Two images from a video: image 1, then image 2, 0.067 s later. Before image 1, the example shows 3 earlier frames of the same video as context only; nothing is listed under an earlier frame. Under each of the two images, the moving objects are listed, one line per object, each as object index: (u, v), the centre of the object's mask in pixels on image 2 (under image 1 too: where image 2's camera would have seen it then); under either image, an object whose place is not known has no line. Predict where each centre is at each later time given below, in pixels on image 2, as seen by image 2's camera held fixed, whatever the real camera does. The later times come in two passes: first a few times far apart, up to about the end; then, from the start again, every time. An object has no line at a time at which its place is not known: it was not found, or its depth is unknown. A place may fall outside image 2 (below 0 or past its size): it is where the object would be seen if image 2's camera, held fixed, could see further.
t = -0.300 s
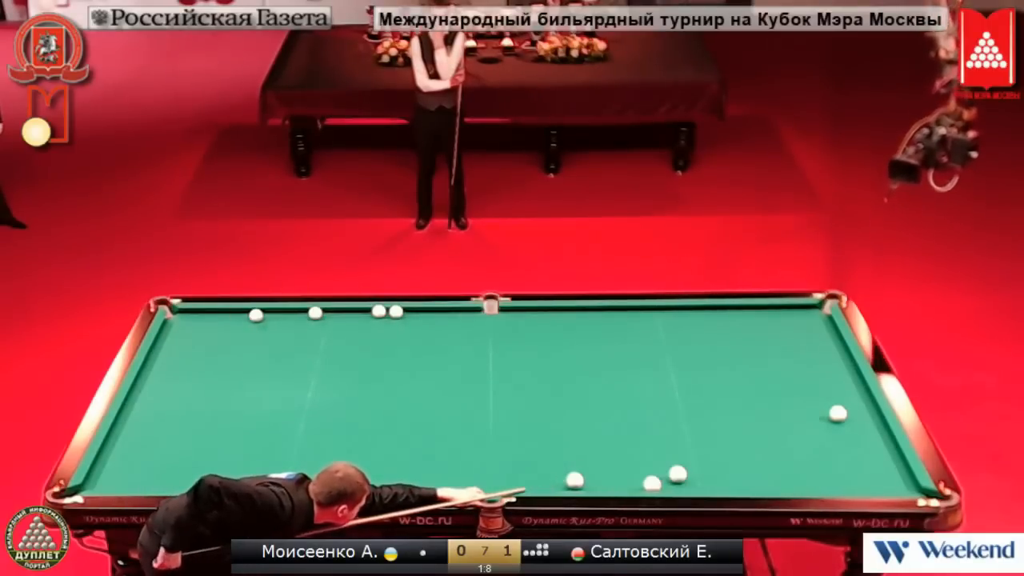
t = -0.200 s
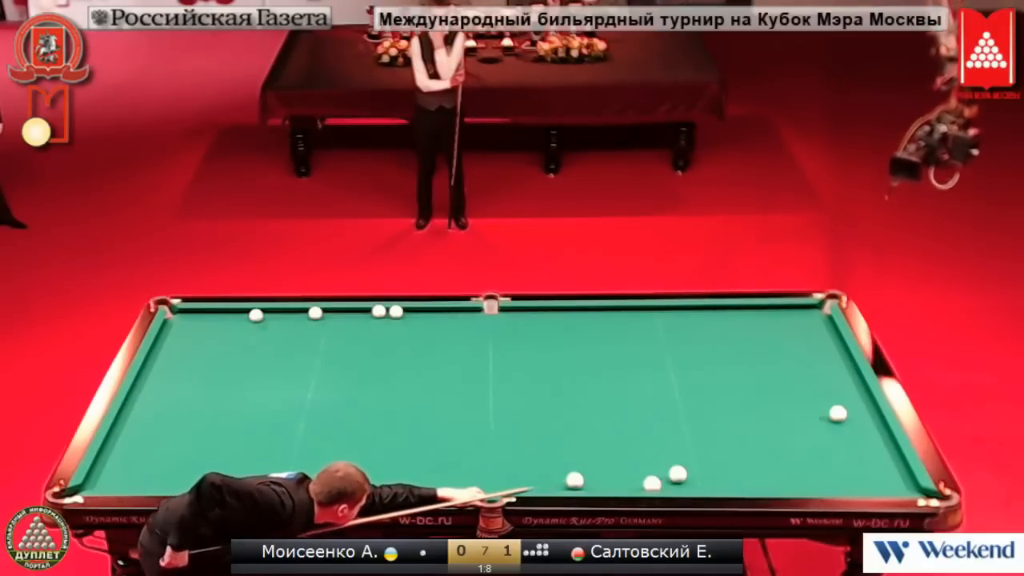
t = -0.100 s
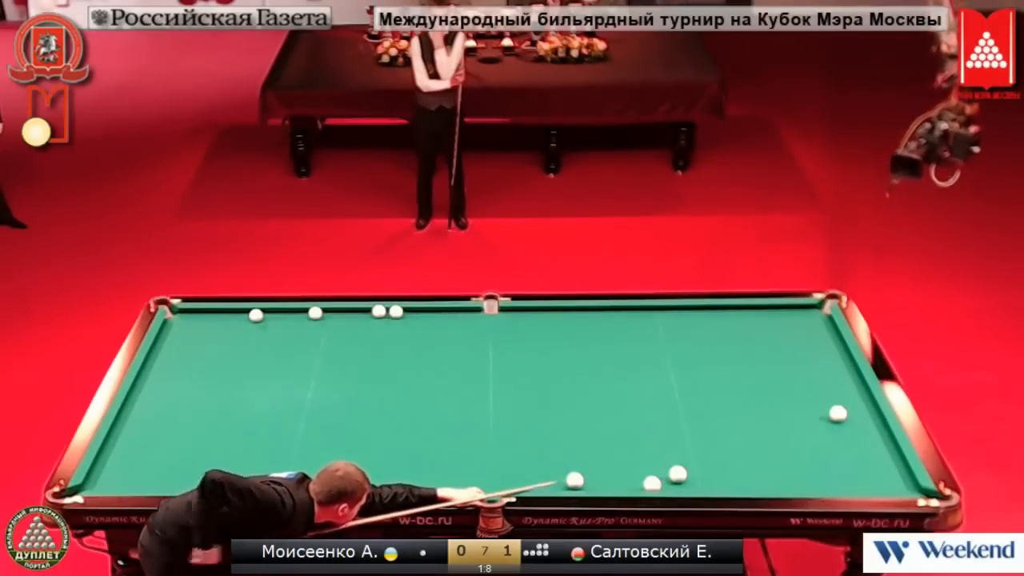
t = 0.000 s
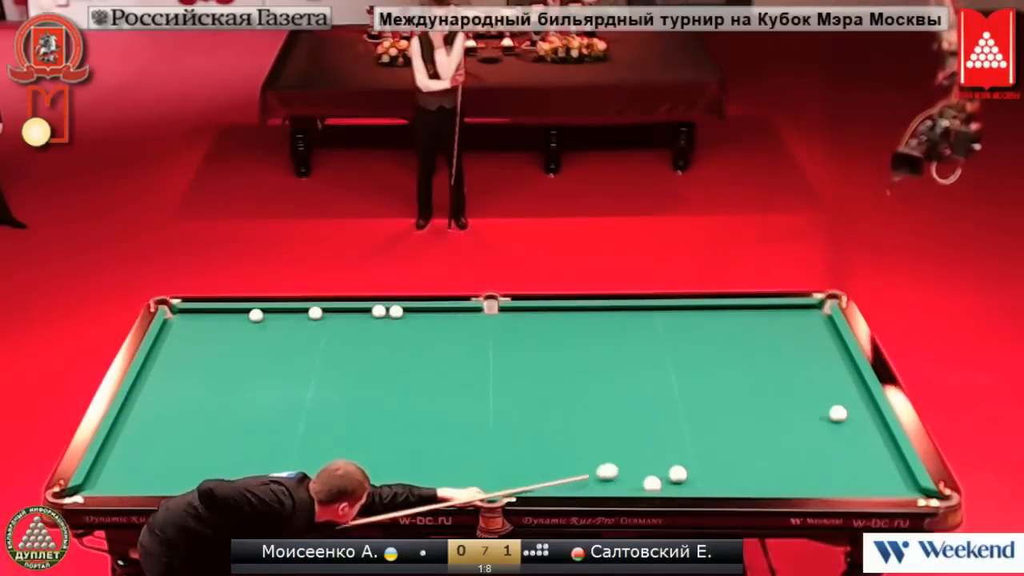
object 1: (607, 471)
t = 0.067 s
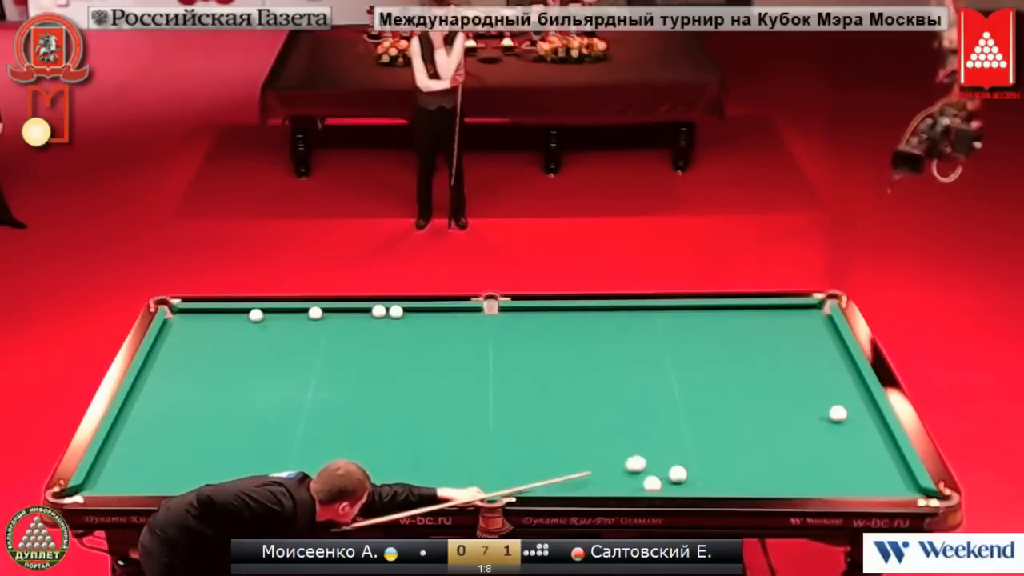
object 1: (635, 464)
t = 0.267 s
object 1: (709, 443)
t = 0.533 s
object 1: (795, 418)
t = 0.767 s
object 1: (840, 391)
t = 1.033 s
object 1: (828, 358)
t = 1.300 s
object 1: (788, 328)
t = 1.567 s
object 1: (753, 312)
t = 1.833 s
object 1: (724, 328)
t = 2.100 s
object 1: (695, 345)
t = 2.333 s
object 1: (668, 359)
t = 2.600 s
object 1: (638, 375)
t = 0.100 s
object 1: (649, 460)
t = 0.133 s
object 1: (662, 456)
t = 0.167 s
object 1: (674, 453)
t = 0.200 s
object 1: (686, 450)
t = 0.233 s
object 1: (698, 446)
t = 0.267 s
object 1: (709, 443)
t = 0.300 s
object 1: (720, 440)
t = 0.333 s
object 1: (730, 436)
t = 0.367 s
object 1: (741, 433)
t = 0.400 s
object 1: (752, 430)
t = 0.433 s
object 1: (763, 427)
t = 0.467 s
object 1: (773, 424)
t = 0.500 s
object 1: (784, 421)
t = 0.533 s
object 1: (795, 418)
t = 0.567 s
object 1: (805, 415)
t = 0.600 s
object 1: (816, 412)
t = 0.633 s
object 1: (824, 409)
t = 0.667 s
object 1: (827, 403)
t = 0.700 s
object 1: (831, 399)
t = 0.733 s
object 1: (835, 395)
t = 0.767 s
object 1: (840, 391)
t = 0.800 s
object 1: (844, 386)
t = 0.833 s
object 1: (848, 382)
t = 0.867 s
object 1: (853, 378)
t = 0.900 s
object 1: (854, 374)
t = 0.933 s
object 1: (847, 370)
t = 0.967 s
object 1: (840, 366)
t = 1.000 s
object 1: (834, 362)
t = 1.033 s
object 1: (828, 358)
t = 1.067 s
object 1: (823, 354)
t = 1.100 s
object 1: (817, 350)
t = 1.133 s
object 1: (812, 346)
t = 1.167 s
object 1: (807, 342)
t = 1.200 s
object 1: (802, 339)
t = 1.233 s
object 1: (797, 335)
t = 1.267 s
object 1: (792, 331)
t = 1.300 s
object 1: (788, 328)
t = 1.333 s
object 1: (783, 324)
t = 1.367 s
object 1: (778, 321)
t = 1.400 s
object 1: (774, 317)
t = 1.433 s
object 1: (769, 314)
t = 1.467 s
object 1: (765, 311)
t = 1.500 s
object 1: (760, 307)
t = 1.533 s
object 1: (757, 309)
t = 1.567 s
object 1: (753, 312)
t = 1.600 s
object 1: (750, 314)
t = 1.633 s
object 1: (746, 316)
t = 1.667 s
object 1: (742, 319)
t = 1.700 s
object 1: (739, 321)
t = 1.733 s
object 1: (735, 323)
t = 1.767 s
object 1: (731, 325)
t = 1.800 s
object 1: (728, 327)
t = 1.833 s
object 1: (724, 328)
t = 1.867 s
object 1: (721, 330)
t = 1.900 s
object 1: (717, 333)
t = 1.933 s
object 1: (713, 335)
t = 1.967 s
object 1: (709, 337)
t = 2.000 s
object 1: (706, 339)
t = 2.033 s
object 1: (702, 340)
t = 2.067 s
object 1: (698, 343)
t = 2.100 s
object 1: (695, 345)
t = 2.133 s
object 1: (691, 347)
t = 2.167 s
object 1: (687, 348)
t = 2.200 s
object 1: (684, 351)
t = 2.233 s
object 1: (680, 353)
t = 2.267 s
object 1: (676, 355)
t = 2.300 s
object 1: (672, 357)
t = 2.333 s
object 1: (668, 359)
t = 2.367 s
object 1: (664, 361)
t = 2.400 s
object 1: (661, 363)
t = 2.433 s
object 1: (657, 365)
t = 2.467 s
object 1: (654, 367)
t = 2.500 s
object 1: (649, 369)
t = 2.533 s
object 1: (645, 371)
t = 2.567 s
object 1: (642, 373)
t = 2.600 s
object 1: (638, 375)
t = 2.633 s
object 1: (634, 377)
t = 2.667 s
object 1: (630, 379)
